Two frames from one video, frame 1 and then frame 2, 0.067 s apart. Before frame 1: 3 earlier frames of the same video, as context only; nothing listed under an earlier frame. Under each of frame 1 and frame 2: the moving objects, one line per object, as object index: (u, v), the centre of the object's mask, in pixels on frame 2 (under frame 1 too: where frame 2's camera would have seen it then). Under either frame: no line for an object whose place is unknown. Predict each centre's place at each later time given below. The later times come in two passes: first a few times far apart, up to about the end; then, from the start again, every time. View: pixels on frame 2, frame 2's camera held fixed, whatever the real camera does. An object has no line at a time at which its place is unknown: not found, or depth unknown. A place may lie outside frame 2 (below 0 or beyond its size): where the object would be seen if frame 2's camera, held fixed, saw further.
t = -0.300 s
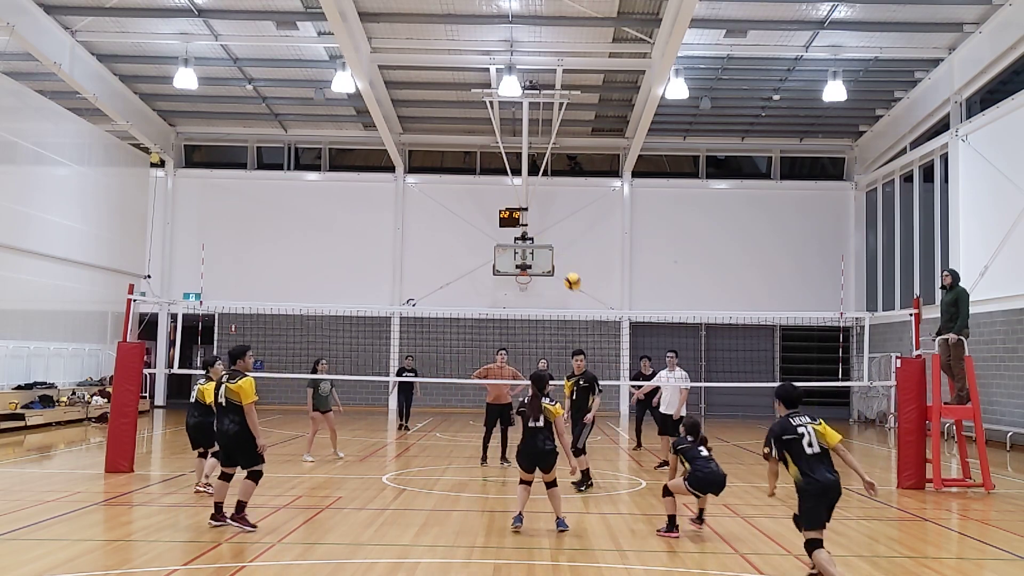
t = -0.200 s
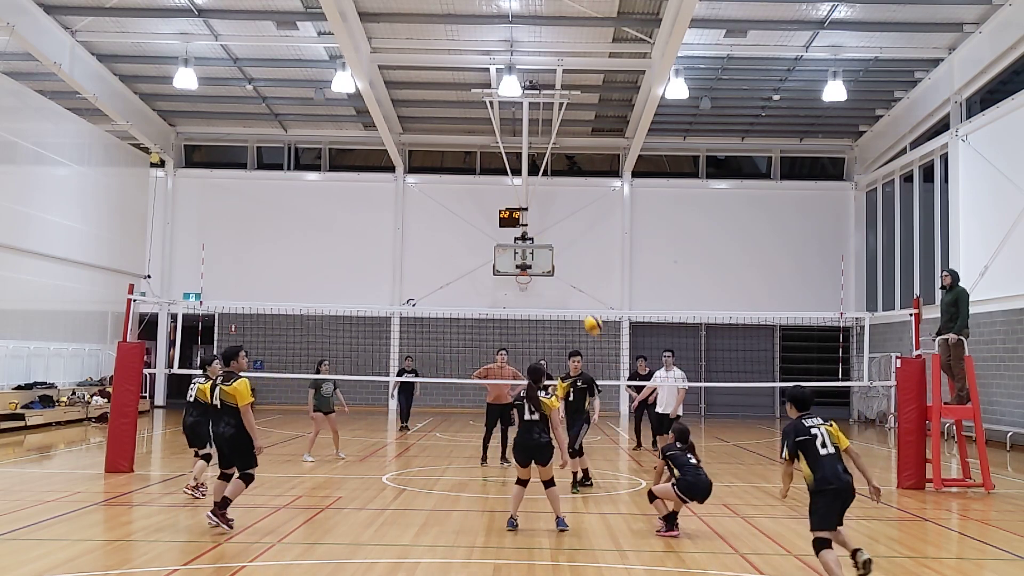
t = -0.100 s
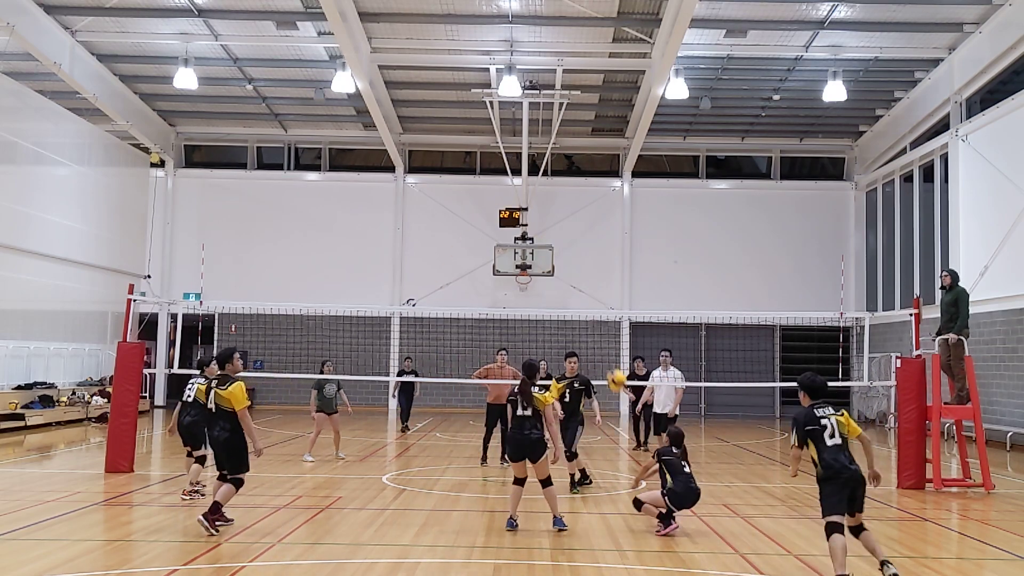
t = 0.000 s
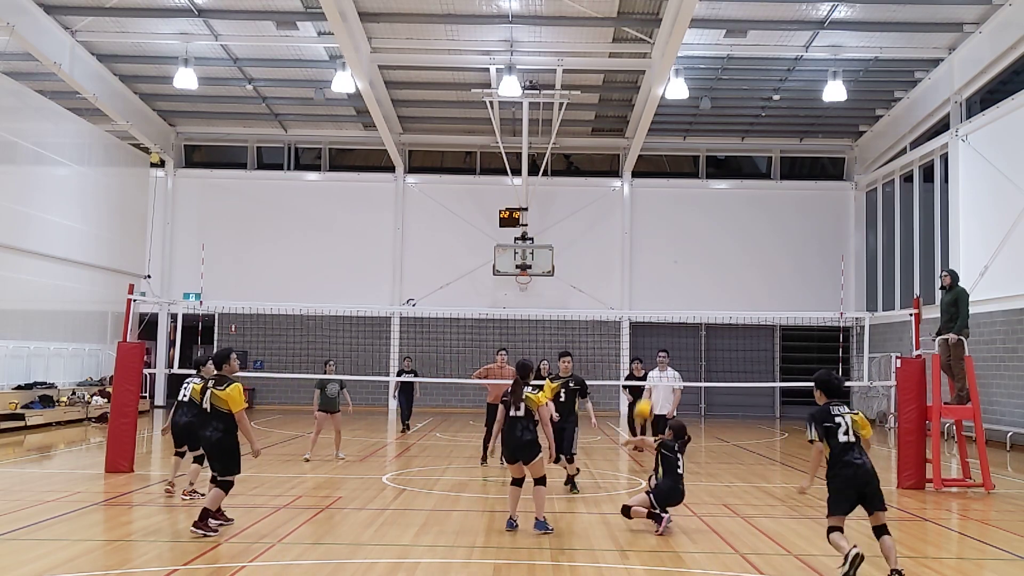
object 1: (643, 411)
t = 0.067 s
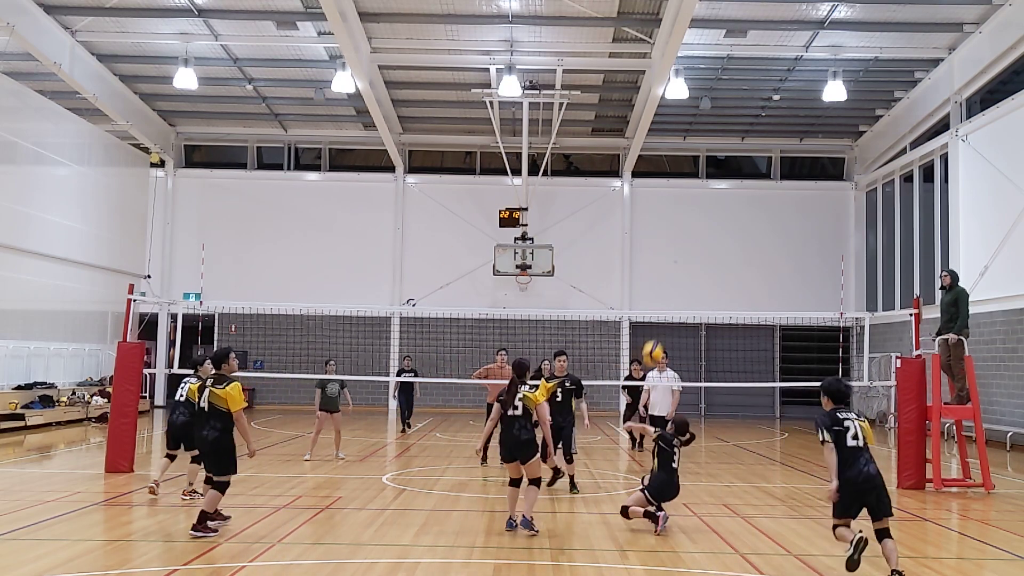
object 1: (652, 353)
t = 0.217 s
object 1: (673, 242)
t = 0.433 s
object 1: (704, 121)
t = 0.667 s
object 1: (739, 39)
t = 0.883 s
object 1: (771, 9)
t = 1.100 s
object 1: (803, 22)
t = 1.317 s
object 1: (835, 78)
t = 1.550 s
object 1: (867, 193)
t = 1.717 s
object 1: (888, 308)
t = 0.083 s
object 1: (654, 339)
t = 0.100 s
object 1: (657, 328)
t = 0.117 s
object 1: (659, 315)
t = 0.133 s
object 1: (661, 301)
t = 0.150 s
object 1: (663, 288)
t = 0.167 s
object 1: (666, 276)
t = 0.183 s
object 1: (668, 264)
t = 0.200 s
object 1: (671, 254)
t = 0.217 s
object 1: (673, 242)
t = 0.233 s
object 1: (675, 231)
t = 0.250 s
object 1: (677, 220)
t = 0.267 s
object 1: (680, 209)
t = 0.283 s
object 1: (683, 199)
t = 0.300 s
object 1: (685, 190)
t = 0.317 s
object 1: (687, 180)
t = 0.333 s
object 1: (690, 170)
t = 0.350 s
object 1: (692, 163)
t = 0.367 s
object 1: (694, 155)
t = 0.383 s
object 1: (697, 145)
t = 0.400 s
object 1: (700, 136)
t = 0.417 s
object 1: (702, 128)
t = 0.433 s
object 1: (704, 121)
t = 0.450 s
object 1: (707, 113)
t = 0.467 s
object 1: (709, 106)
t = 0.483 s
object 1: (711, 100)
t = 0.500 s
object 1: (715, 92)
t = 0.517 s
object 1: (717, 86)
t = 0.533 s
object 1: (719, 80)
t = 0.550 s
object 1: (722, 74)
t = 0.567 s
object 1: (724, 68)
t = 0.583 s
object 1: (727, 63)
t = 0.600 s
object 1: (729, 58)
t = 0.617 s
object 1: (732, 53)
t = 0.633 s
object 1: (734, 48)
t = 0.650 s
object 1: (737, 43)
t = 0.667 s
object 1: (739, 39)
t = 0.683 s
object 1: (741, 35)
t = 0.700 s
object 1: (744, 31)
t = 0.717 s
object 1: (746, 28)
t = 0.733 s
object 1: (749, 26)
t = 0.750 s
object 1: (751, 23)
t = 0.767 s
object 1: (754, 20)
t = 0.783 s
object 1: (756, 18)
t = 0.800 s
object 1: (758, 16)
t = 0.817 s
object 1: (761, 14)
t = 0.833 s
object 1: (764, 12)
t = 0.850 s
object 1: (766, 11)
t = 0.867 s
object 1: (768, 10)
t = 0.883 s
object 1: (771, 9)
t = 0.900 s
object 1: (773, 9)
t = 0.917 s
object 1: (776, 9)
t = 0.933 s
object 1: (779, 9)
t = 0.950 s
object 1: (781, 9)
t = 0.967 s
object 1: (783, 9)
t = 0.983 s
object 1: (786, 10)
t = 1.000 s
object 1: (788, 10)
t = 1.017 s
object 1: (791, 12)
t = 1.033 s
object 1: (793, 13)
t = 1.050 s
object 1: (795, 15)
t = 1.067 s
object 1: (797, 17)
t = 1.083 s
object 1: (800, 19)
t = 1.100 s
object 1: (803, 22)
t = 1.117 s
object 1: (805, 25)
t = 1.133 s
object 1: (808, 28)
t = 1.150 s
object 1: (810, 31)
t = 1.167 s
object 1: (812, 34)
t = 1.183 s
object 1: (814, 39)
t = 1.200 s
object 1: (817, 43)
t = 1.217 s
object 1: (820, 47)
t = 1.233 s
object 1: (822, 52)
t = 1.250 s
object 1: (825, 57)
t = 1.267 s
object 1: (827, 62)
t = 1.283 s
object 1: (829, 68)
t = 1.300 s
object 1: (832, 72)
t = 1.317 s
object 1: (835, 78)
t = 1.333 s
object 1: (837, 83)
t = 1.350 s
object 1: (841, 94)
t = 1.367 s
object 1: (843, 101)
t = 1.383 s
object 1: (845, 108)
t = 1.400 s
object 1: (847, 114)
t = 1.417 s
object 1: (849, 122)
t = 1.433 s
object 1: (851, 130)
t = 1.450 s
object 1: (853, 138)
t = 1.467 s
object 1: (856, 146)
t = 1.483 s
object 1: (858, 155)
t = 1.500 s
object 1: (860, 164)
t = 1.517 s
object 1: (863, 174)
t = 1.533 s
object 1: (865, 184)
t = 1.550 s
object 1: (867, 193)
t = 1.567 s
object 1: (869, 203)
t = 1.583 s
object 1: (871, 214)
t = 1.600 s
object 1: (874, 225)
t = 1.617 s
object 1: (876, 236)
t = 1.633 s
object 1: (878, 248)
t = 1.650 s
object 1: (880, 259)
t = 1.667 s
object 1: (883, 272)
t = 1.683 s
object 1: (885, 284)
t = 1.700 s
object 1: (886, 296)
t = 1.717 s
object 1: (888, 308)
